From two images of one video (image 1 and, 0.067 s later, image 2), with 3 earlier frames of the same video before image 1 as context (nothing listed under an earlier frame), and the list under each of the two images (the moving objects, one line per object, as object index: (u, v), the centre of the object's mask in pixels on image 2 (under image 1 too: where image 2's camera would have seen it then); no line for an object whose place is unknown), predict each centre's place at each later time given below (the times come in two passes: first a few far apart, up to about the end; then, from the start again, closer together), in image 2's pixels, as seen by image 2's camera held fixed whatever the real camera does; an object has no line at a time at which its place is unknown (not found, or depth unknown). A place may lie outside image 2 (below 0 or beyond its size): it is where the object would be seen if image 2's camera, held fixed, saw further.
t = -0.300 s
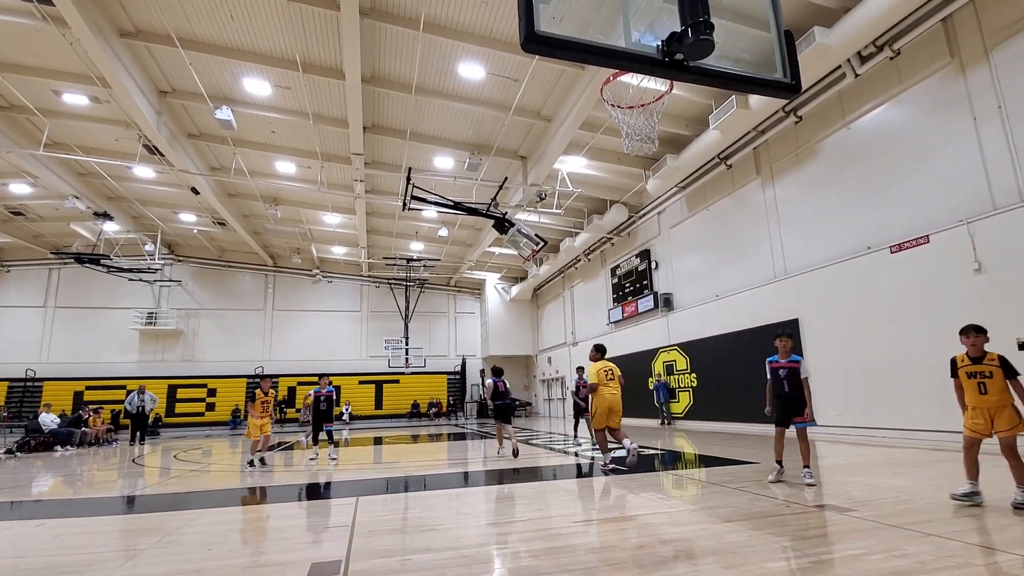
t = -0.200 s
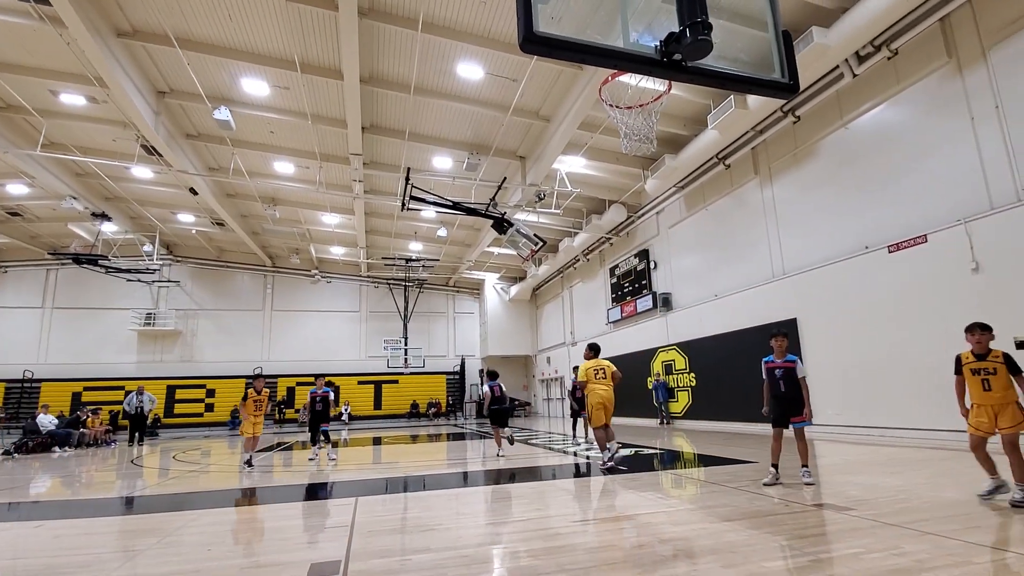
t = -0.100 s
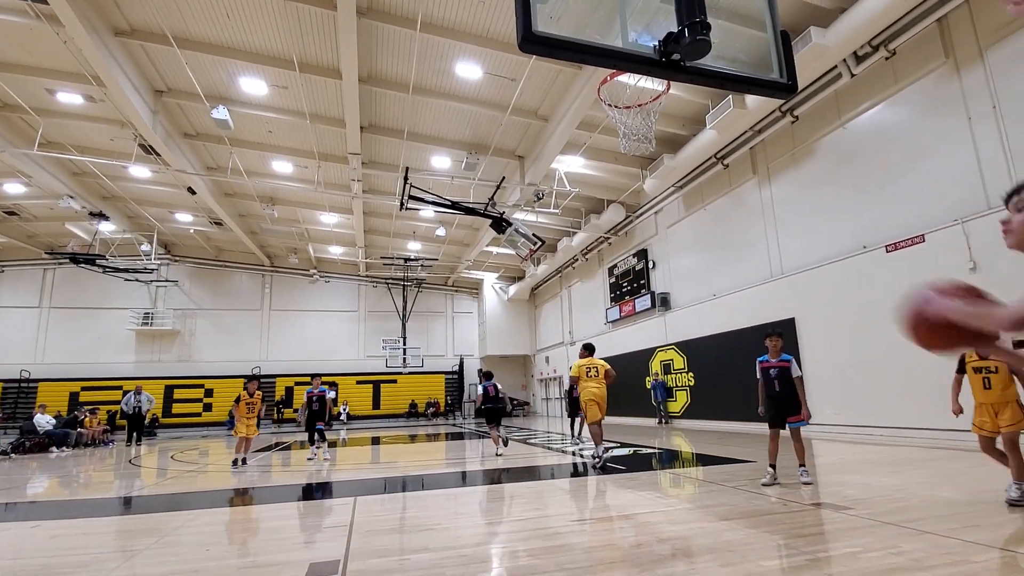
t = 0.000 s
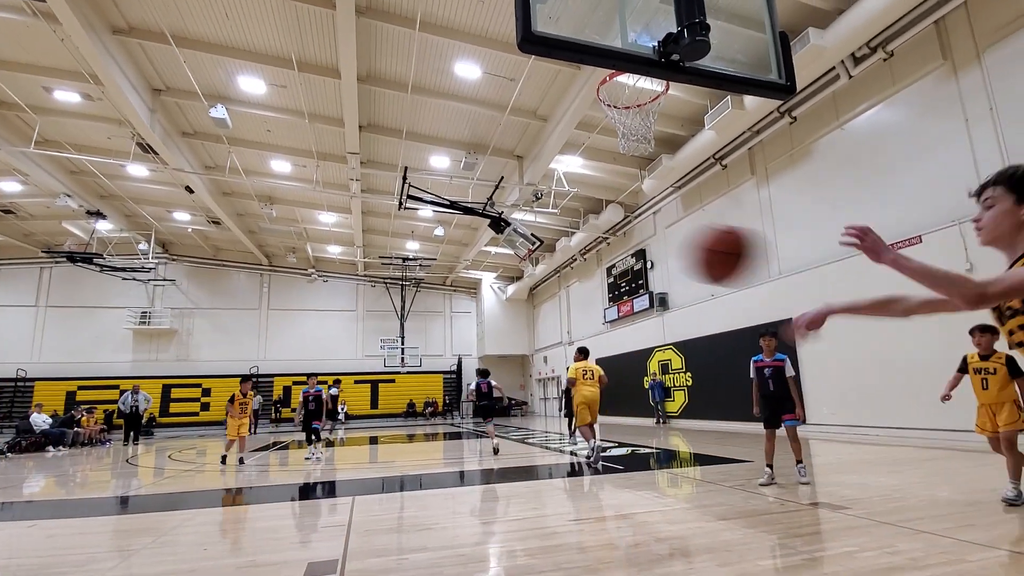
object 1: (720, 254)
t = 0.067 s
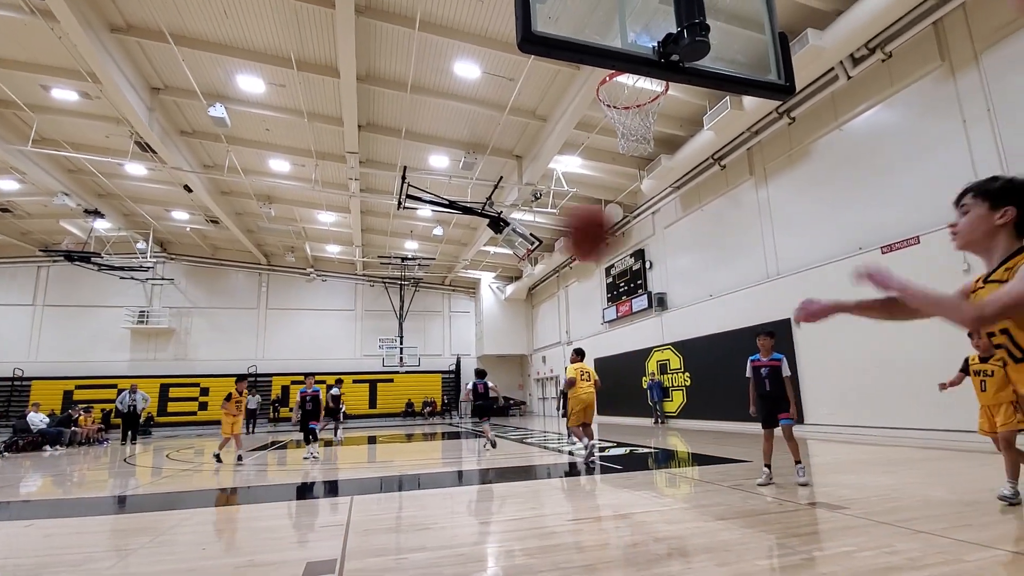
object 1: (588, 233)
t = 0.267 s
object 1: (294, 230)
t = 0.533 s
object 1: (40, 316)
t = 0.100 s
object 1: (527, 228)
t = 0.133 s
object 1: (474, 225)
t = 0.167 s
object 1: (425, 224)
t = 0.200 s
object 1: (379, 223)
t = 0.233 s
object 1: (338, 226)
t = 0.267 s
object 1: (294, 230)
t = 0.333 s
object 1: (222, 244)
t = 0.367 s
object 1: (187, 253)
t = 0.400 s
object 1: (157, 263)
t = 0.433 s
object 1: (124, 276)
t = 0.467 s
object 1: (96, 288)
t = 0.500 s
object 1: (68, 301)
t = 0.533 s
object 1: (40, 316)
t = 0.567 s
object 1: (22, 332)
